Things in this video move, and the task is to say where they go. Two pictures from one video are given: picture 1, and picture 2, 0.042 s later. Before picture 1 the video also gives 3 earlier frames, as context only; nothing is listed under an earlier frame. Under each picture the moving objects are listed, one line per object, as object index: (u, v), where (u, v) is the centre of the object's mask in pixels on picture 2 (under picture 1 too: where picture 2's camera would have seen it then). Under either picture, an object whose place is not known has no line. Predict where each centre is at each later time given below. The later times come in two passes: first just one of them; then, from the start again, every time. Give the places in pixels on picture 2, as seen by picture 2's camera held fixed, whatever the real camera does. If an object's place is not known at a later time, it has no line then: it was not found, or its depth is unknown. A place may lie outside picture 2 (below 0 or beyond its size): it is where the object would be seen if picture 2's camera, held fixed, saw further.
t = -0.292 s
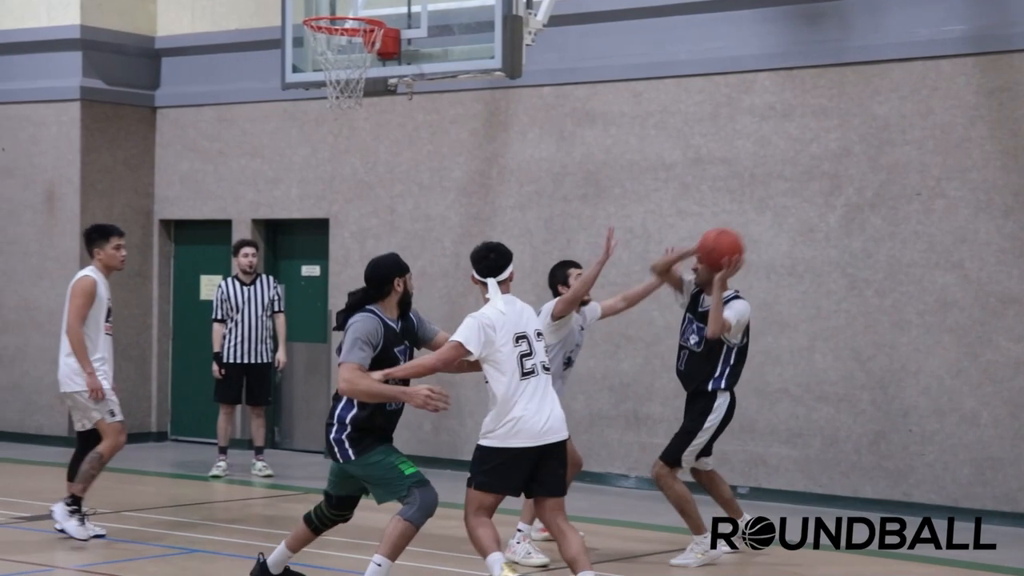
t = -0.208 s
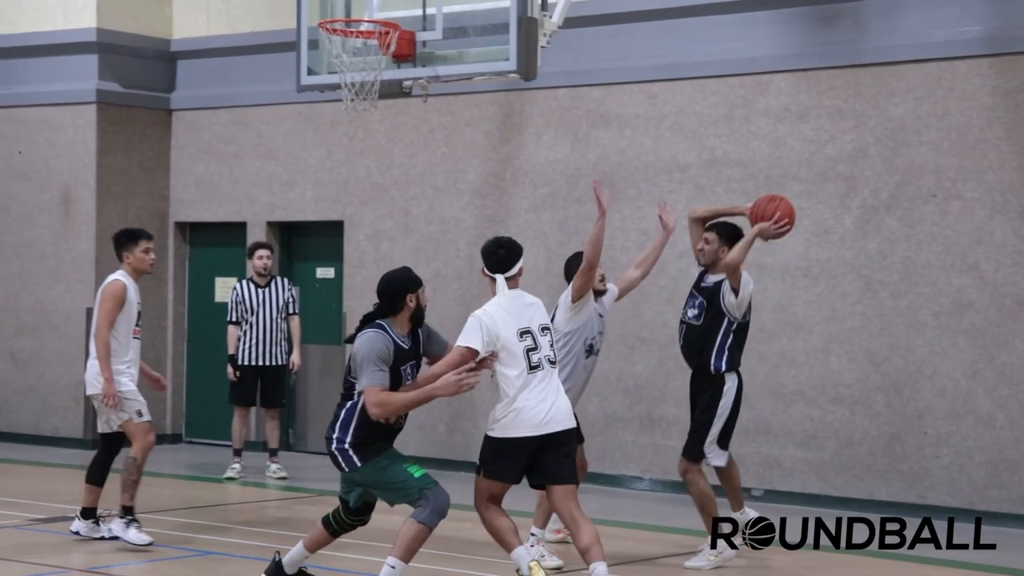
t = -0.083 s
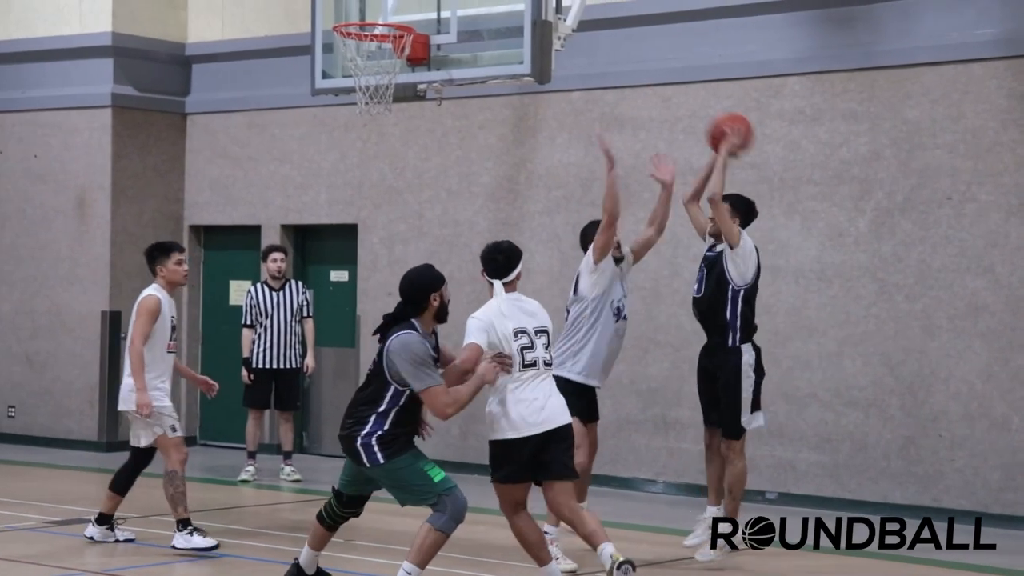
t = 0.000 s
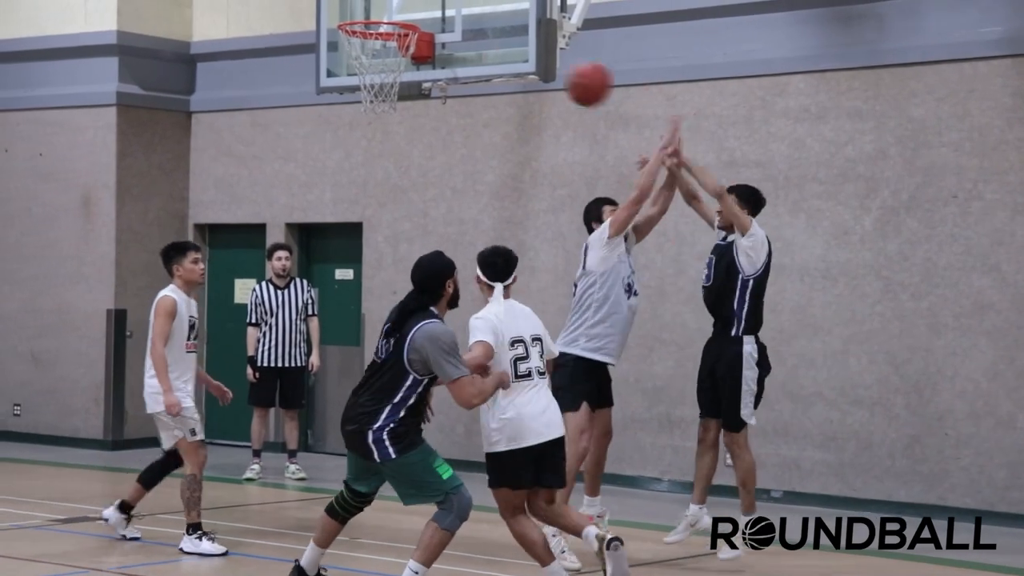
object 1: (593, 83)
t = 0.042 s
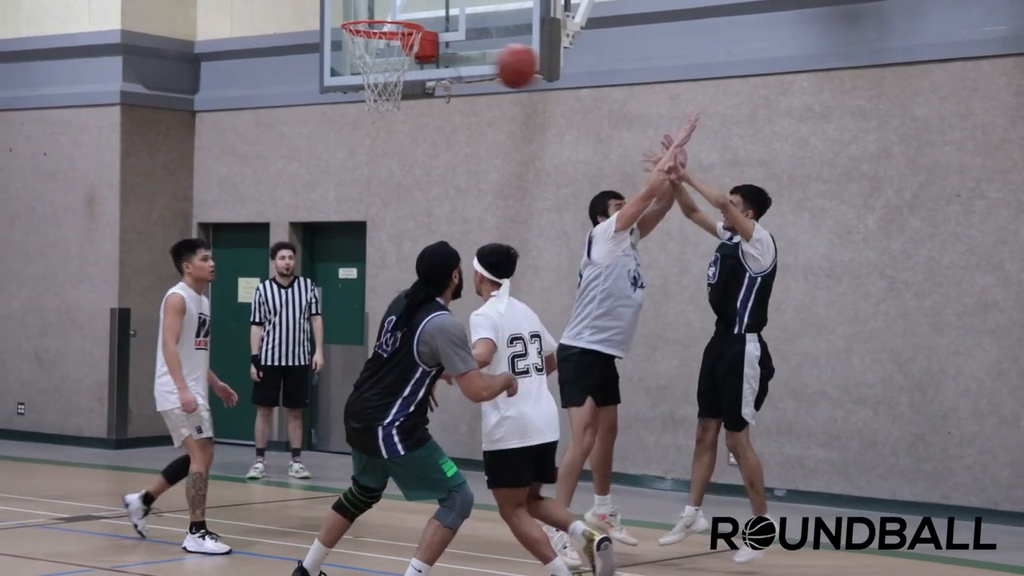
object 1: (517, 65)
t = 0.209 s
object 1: (205, 30)
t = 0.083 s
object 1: (439, 51)
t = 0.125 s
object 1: (362, 41)
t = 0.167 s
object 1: (285, 34)
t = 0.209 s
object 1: (205, 30)
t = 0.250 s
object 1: (125, 28)
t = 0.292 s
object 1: (42, 28)
